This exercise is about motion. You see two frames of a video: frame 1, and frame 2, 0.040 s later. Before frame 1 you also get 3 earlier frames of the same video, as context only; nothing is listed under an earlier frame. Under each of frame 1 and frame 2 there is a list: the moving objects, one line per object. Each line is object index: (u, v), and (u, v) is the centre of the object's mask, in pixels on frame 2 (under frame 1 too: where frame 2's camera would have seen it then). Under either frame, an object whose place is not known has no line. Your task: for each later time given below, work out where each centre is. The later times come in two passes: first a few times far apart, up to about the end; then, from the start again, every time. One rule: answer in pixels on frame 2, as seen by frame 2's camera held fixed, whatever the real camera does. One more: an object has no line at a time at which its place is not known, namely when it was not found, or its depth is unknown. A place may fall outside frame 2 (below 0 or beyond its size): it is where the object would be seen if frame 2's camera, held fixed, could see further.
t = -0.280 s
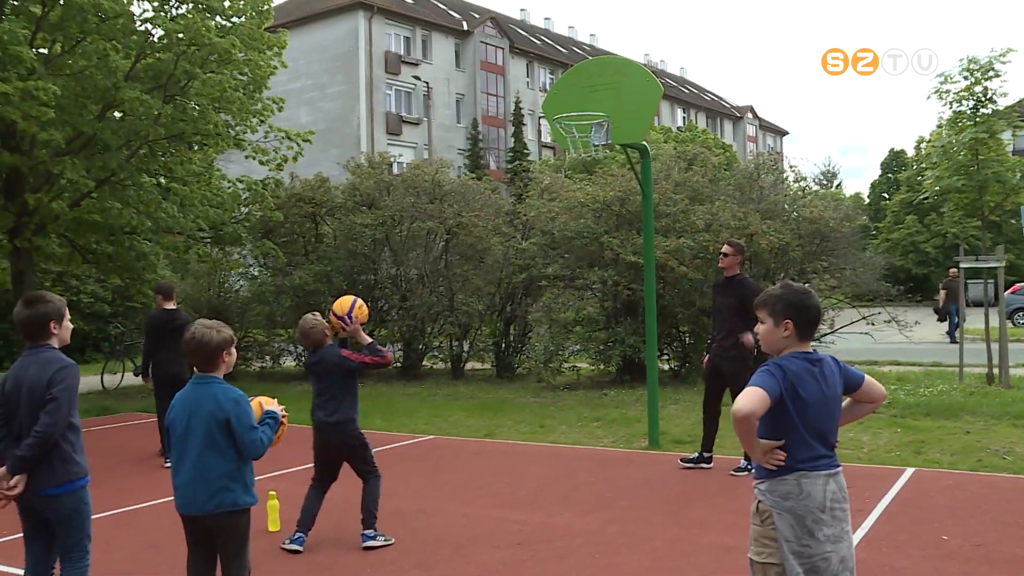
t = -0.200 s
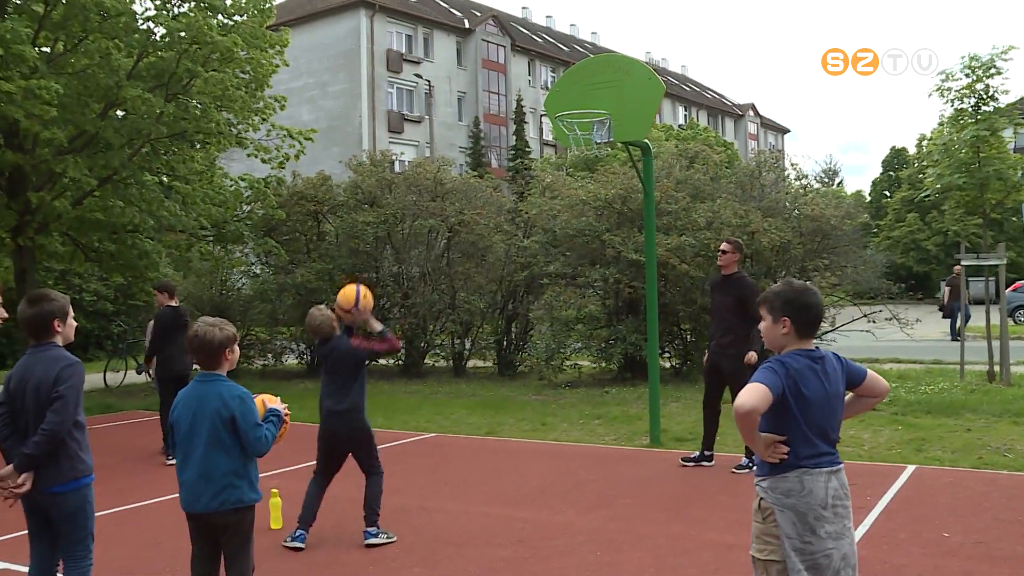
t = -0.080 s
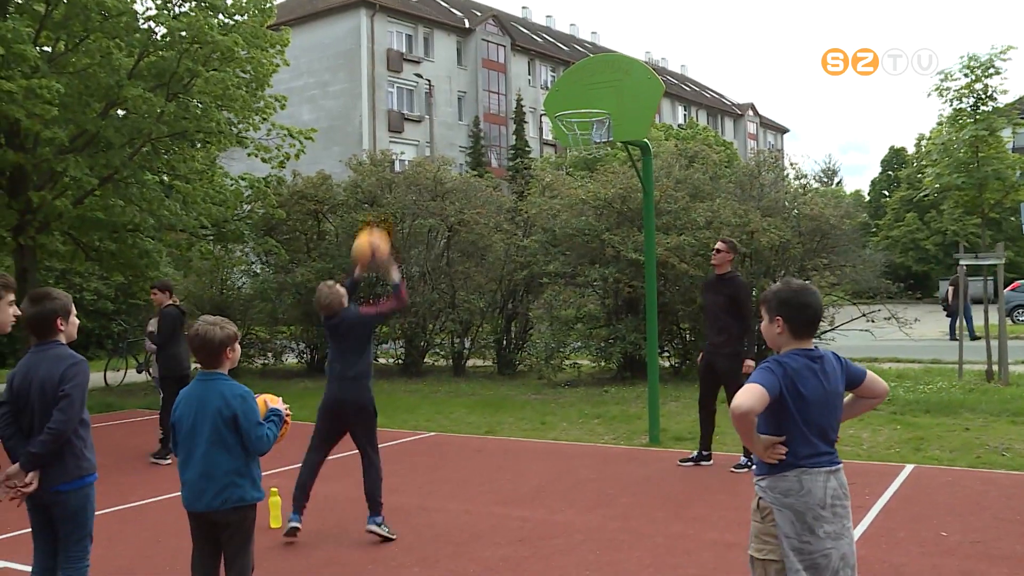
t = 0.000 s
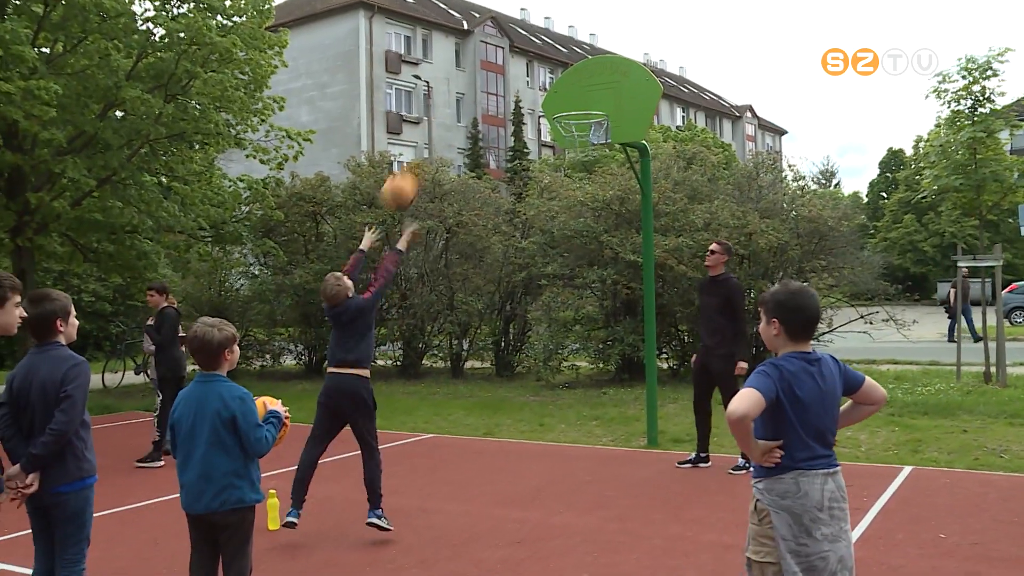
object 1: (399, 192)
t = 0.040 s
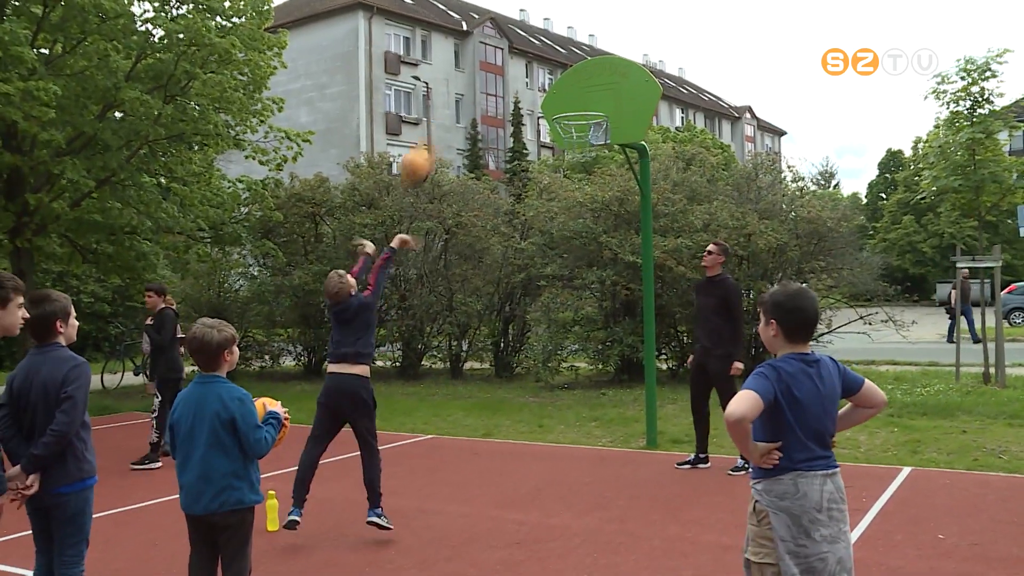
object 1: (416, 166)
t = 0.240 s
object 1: (489, 86)
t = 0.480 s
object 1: (561, 68)
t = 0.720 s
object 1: (605, 103)
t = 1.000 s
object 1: (578, 85)
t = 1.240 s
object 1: (553, 146)
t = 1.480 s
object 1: (527, 297)
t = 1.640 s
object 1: (510, 452)
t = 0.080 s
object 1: (433, 144)
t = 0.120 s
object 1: (447, 126)
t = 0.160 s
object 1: (461, 109)
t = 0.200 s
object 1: (475, 96)
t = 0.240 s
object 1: (489, 86)
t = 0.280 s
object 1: (502, 78)
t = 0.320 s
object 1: (515, 71)
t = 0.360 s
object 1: (527, 68)
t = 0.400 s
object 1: (539, 66)
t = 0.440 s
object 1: (550, 66)
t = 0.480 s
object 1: (561, 68)
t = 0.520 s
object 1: (572, 72)
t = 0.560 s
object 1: (582, 77)
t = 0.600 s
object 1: (592, 84)
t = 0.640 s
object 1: (603, 93)
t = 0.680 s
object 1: (610, 103)
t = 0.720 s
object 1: (605, 103)
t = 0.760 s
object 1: (601, 96)
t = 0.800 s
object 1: (598, 89)
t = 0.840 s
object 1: (594, 85)
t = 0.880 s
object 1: (589, 82)
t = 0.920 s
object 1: (585, 81)
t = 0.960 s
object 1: (582, 82)
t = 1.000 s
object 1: (578, 85)
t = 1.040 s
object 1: (573, 89)
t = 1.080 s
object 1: (569, 96)
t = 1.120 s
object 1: (566, 105)
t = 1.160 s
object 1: (562, 115)
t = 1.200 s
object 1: (558, 129)
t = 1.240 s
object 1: (553, 146)
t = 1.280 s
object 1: (549, 164)
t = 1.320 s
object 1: (545, 184)
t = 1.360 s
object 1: (540, 209)
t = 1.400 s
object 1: (536, 235)
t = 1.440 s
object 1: (532, 266)
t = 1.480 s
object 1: (527, 297)
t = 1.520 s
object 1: (523, 332)
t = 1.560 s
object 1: (519, 368)
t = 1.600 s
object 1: (515, 409)
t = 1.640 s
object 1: (510, 452)
